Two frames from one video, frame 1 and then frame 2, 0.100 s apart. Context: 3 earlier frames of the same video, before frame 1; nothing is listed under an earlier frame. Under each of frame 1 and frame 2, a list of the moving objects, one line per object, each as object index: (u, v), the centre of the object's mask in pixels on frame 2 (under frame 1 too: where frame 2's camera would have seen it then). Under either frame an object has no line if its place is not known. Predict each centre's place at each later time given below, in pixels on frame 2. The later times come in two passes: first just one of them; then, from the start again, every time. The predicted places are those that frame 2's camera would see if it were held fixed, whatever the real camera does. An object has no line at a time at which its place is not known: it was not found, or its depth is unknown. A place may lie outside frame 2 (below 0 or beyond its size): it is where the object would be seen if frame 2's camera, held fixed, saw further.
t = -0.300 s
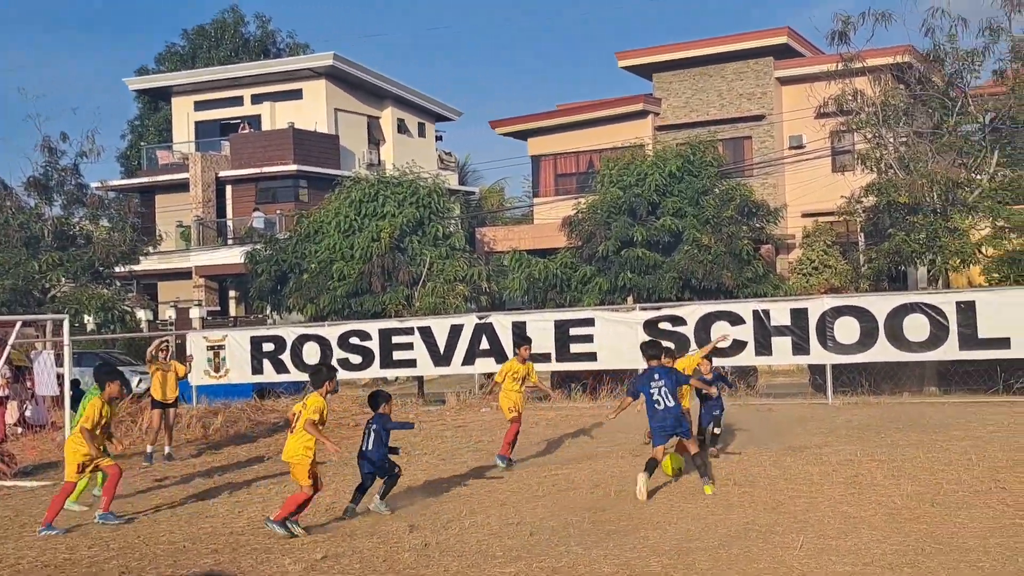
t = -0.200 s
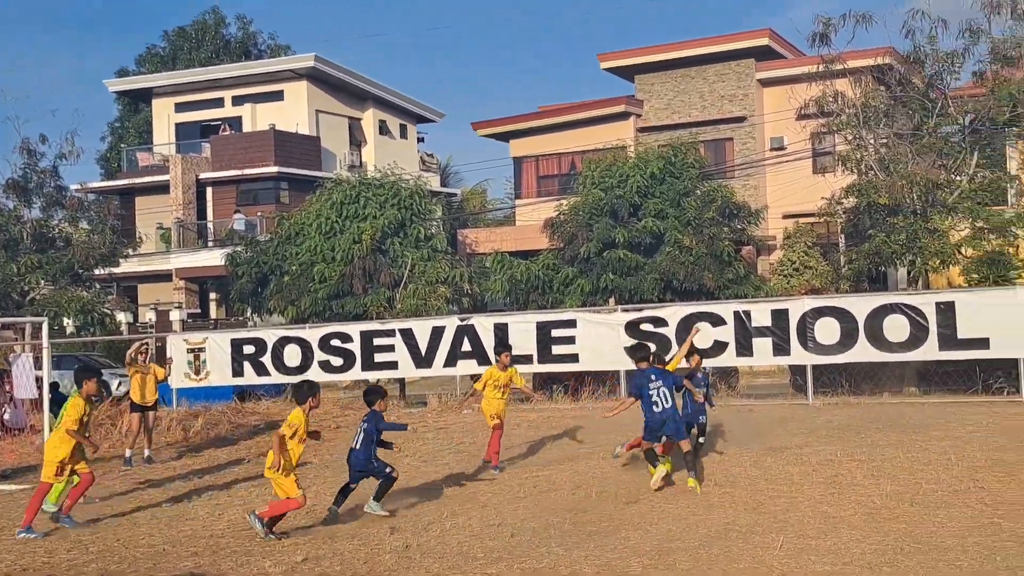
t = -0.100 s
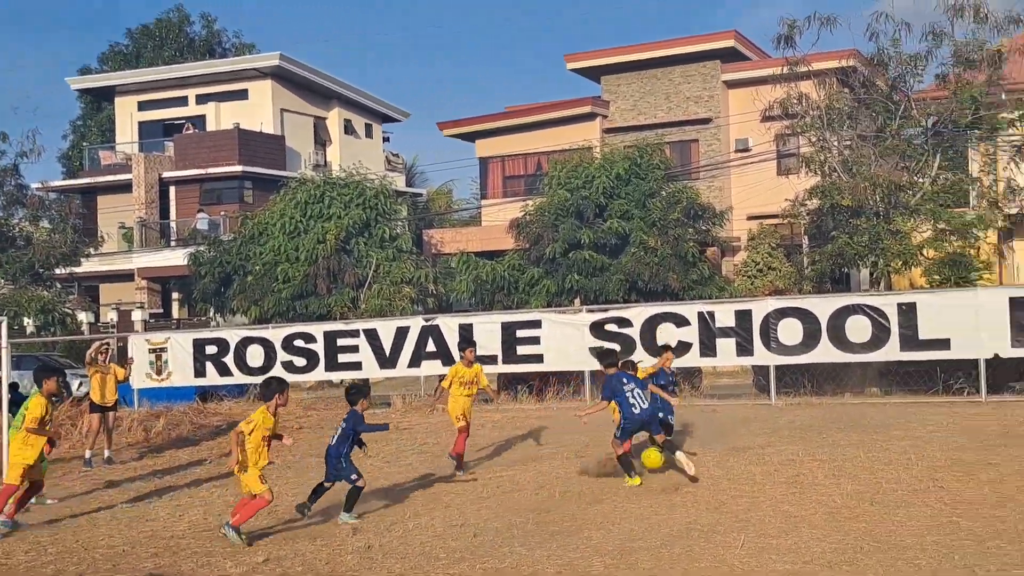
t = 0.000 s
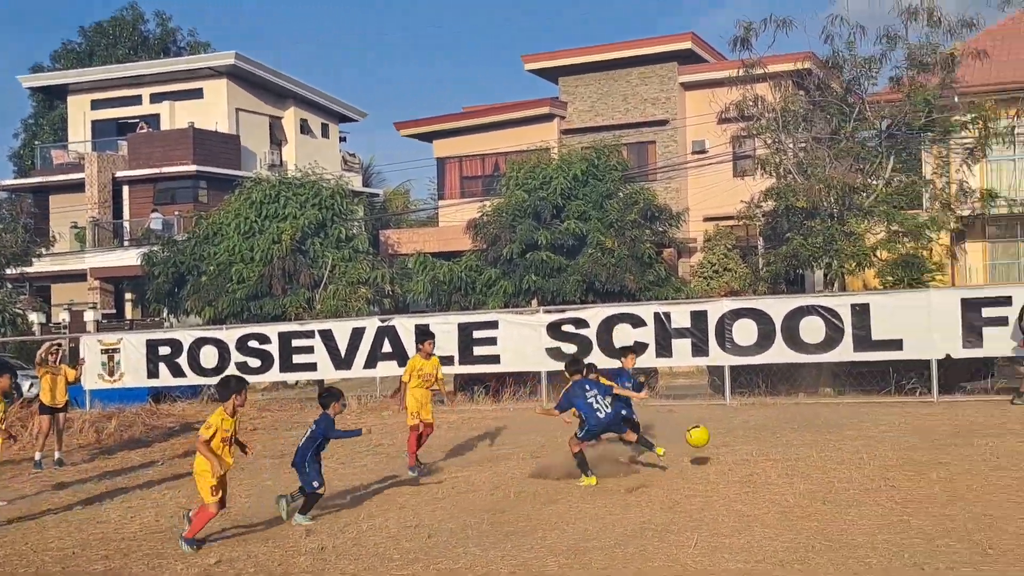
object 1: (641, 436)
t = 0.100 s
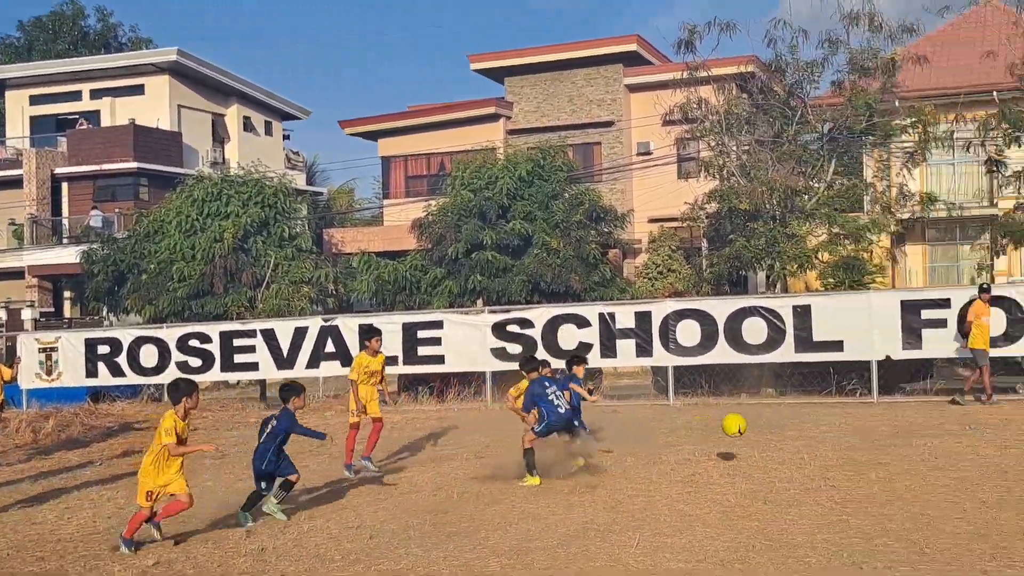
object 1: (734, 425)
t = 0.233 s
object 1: (867, 427)
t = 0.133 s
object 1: (766, 424)
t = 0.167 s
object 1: (799, 424)
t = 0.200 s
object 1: (833, 425)
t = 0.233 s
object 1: (867, 427)
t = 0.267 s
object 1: (903, 431)
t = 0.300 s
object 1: (938, 436)
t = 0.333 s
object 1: (975, 443)
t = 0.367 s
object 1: (1014, 453)
